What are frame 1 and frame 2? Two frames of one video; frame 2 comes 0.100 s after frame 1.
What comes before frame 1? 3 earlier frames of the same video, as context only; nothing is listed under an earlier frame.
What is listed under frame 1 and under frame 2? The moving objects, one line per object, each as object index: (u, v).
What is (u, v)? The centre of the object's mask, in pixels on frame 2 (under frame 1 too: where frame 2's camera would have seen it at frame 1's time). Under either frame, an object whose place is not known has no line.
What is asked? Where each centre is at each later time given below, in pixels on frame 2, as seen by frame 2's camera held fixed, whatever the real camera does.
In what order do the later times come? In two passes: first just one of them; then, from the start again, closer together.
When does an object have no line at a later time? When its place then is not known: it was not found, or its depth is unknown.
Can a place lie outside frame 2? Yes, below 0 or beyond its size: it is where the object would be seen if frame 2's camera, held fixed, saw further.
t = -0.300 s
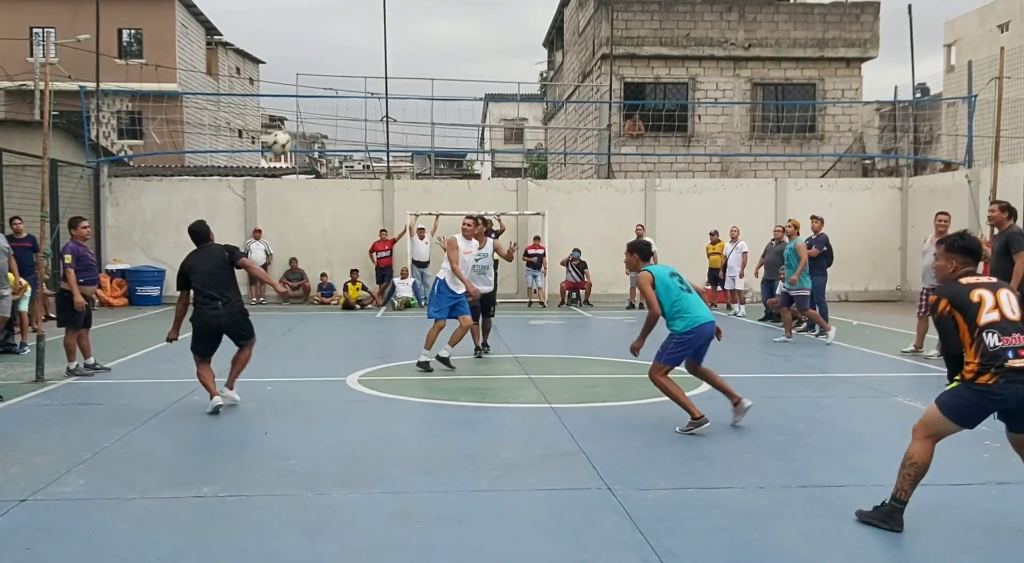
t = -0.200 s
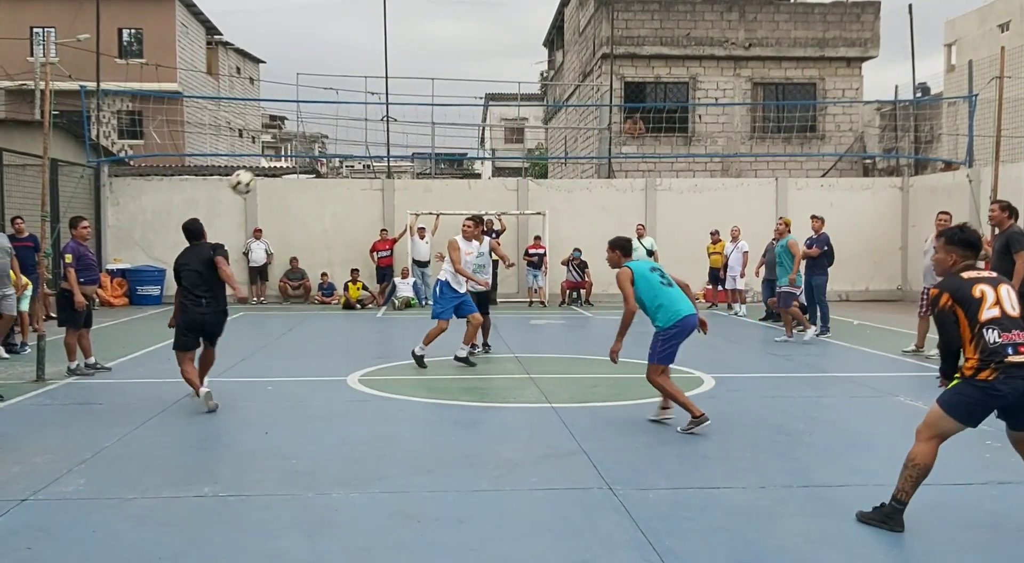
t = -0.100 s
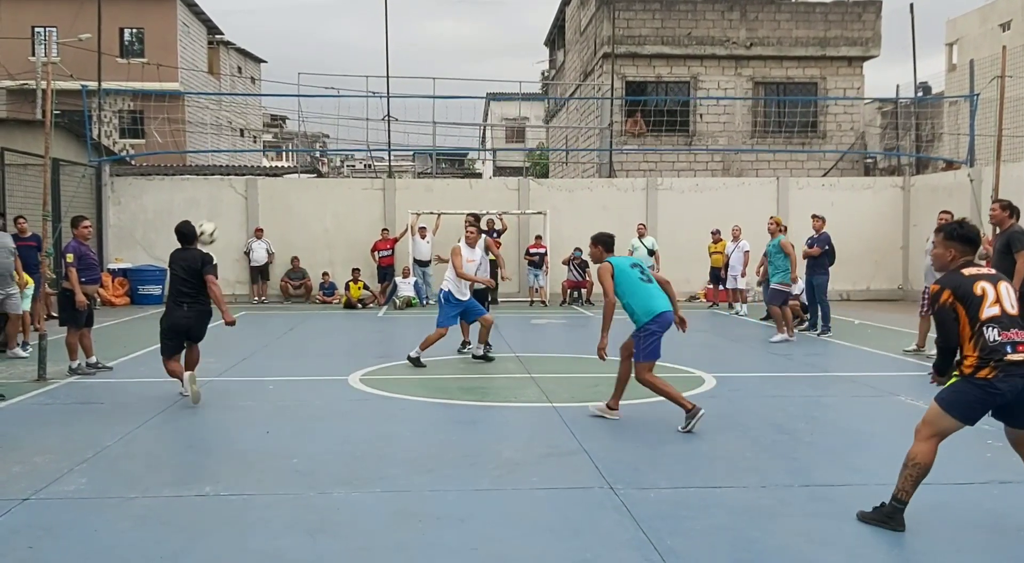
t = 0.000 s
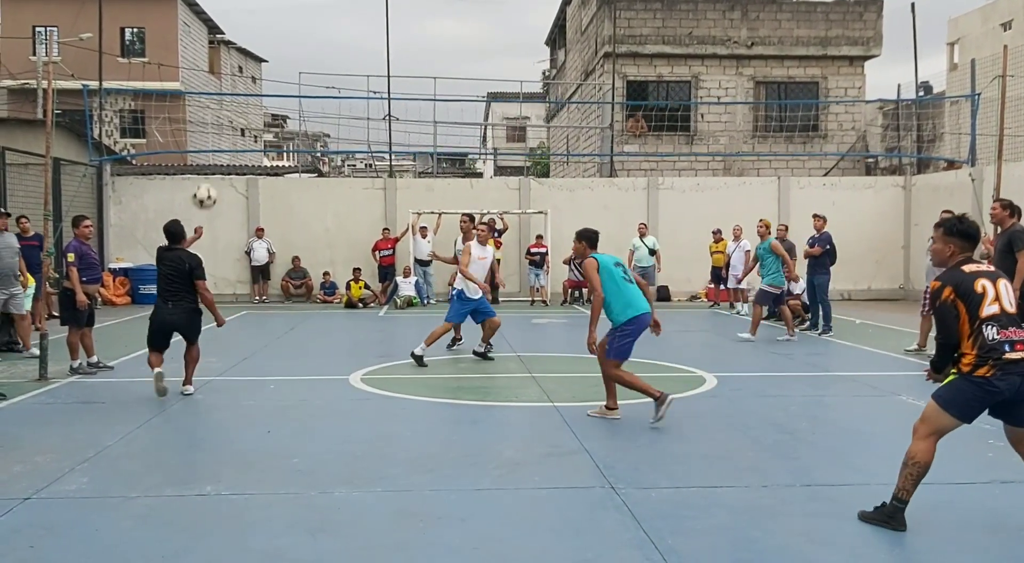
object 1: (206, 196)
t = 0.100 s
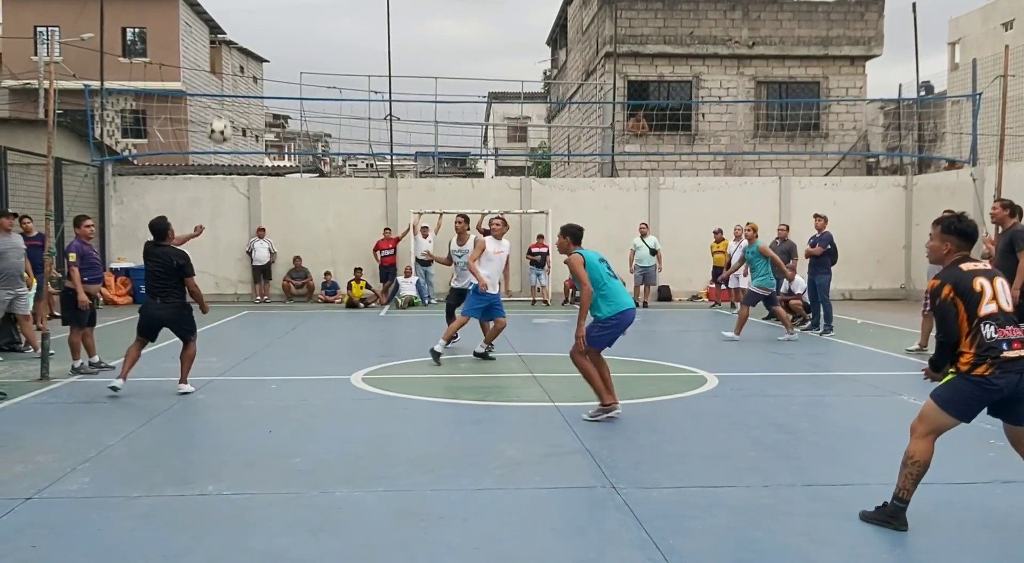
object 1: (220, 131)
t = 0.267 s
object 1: (242, 44)
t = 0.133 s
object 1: (224, 110)
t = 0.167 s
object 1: (229, 93)
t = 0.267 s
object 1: (242, 44)
